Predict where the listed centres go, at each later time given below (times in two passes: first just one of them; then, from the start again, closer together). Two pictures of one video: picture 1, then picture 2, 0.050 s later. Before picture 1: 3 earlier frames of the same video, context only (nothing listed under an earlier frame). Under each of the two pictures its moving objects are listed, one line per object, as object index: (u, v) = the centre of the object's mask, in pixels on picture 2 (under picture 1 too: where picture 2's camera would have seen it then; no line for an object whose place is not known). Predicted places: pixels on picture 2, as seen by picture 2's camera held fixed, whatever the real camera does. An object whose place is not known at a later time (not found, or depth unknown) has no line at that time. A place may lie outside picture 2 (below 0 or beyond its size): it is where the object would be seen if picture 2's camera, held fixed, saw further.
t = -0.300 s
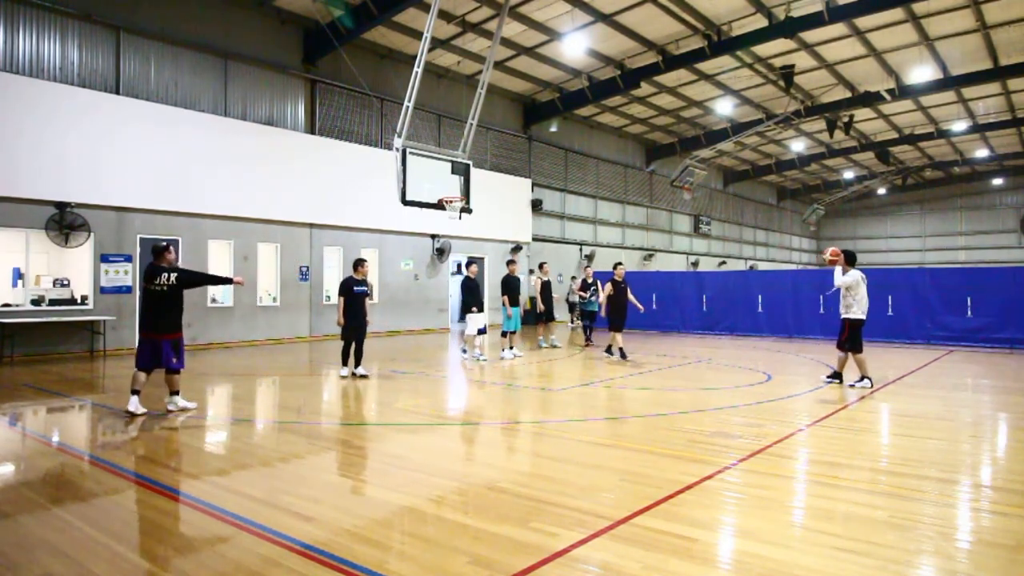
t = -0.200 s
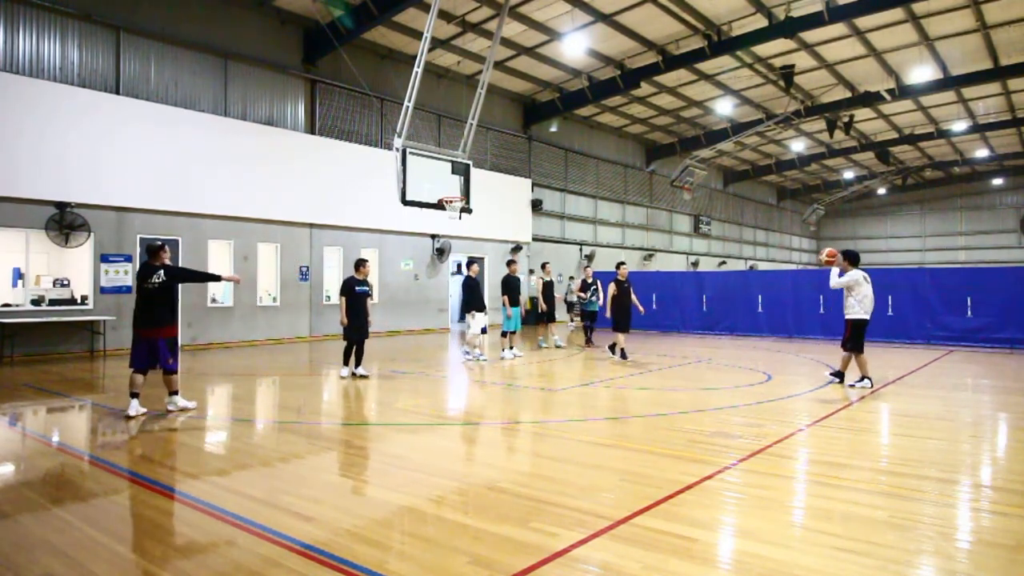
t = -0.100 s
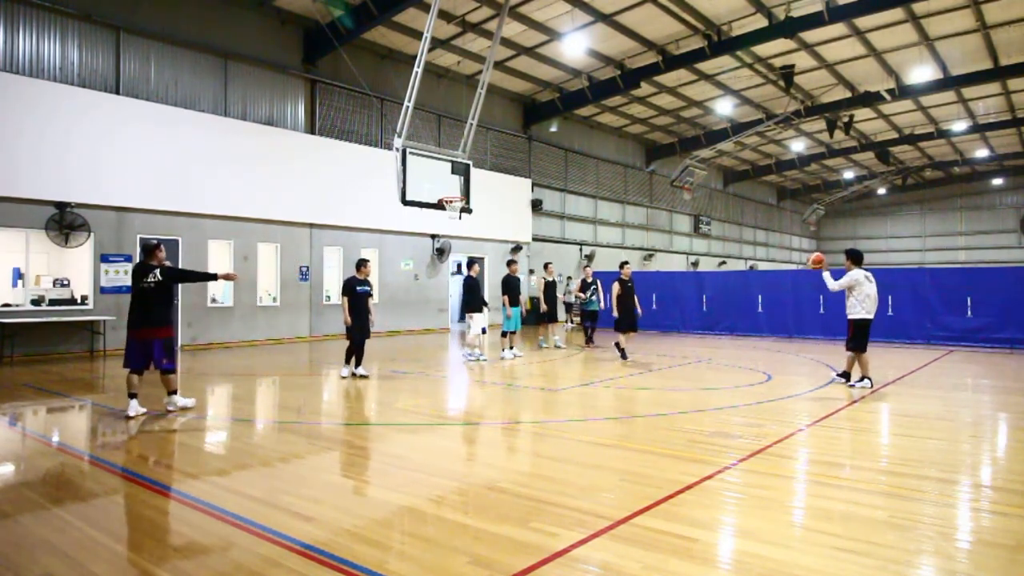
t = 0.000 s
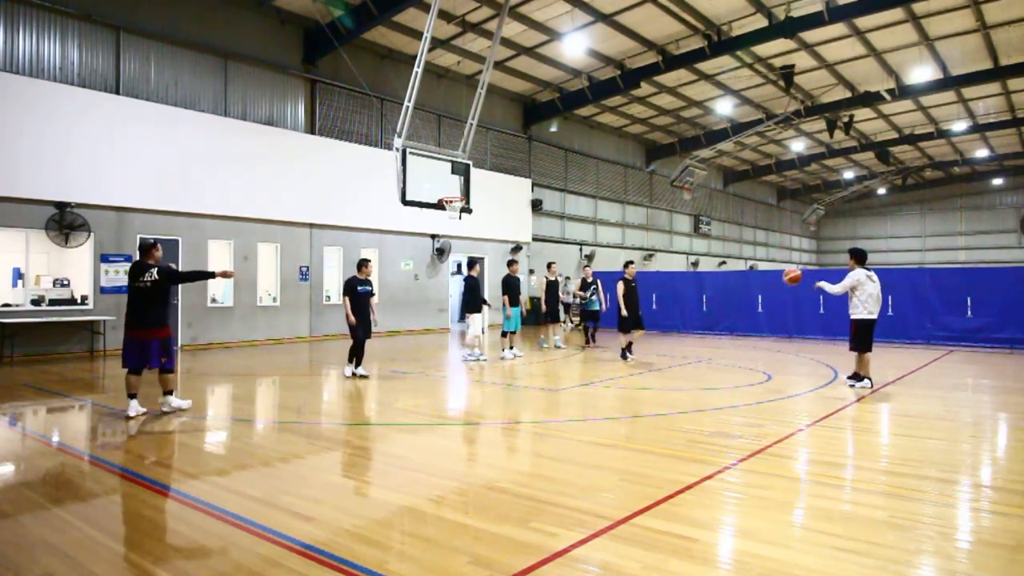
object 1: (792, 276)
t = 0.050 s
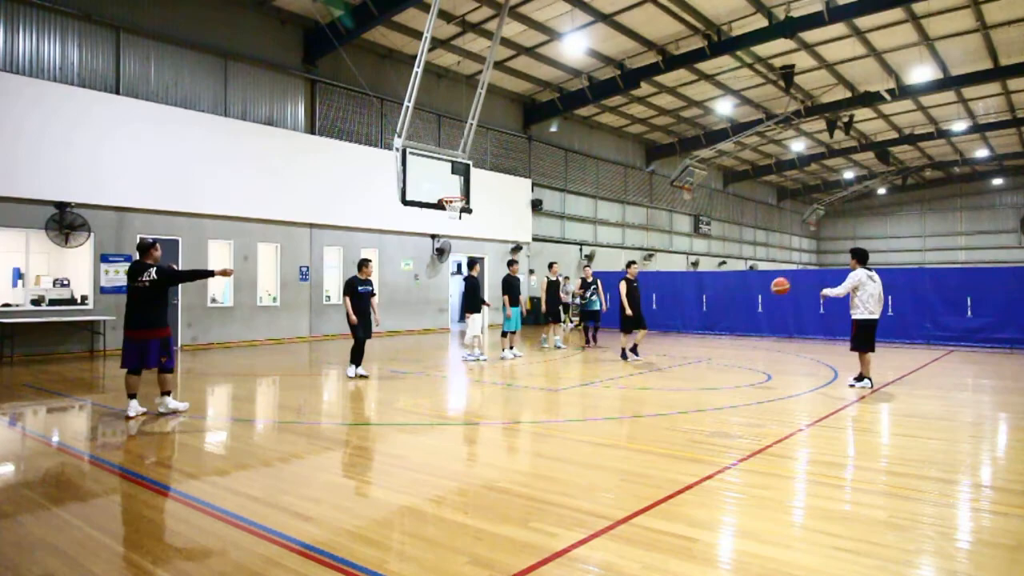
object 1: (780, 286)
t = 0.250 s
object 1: (736, 339)
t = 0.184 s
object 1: (750, 320)
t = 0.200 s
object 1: (746, 324)
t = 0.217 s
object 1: (742, 329)
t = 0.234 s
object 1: (739, 334)
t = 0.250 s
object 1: (736, 339)
